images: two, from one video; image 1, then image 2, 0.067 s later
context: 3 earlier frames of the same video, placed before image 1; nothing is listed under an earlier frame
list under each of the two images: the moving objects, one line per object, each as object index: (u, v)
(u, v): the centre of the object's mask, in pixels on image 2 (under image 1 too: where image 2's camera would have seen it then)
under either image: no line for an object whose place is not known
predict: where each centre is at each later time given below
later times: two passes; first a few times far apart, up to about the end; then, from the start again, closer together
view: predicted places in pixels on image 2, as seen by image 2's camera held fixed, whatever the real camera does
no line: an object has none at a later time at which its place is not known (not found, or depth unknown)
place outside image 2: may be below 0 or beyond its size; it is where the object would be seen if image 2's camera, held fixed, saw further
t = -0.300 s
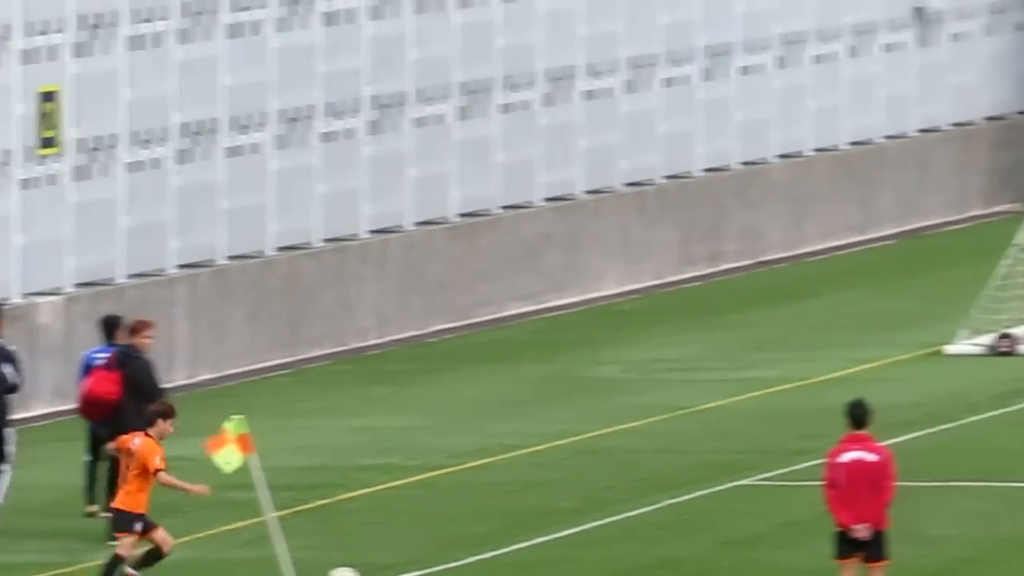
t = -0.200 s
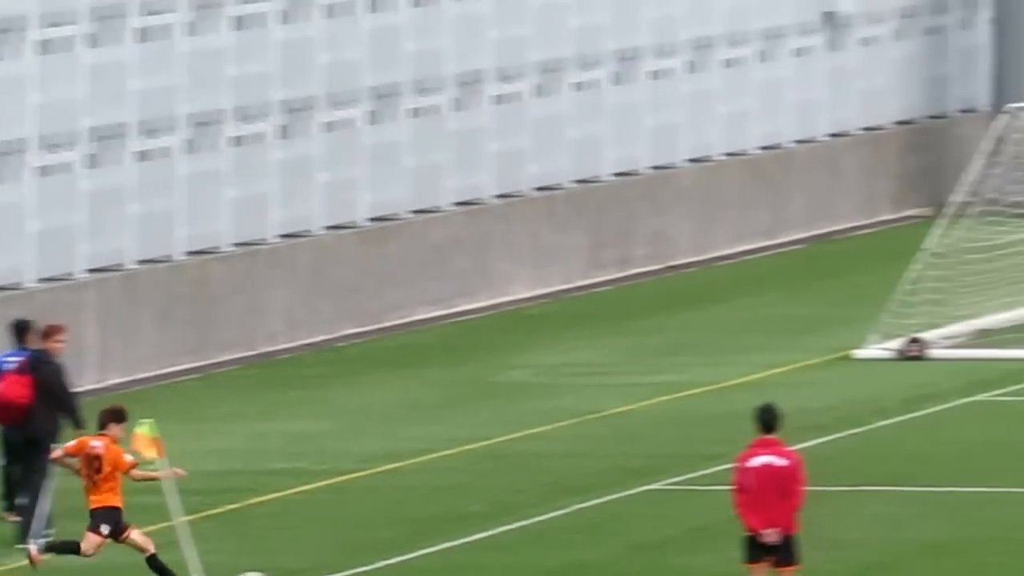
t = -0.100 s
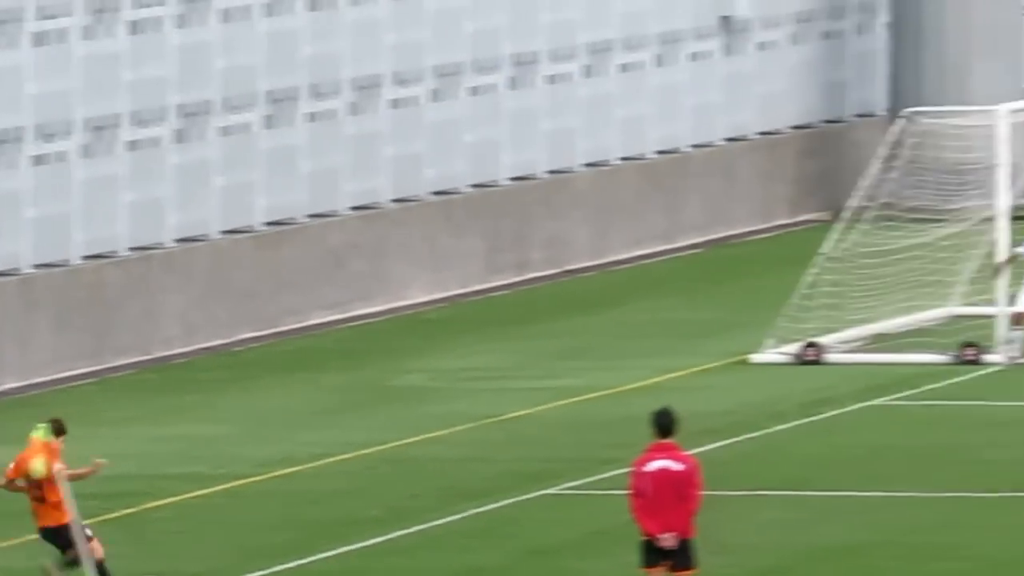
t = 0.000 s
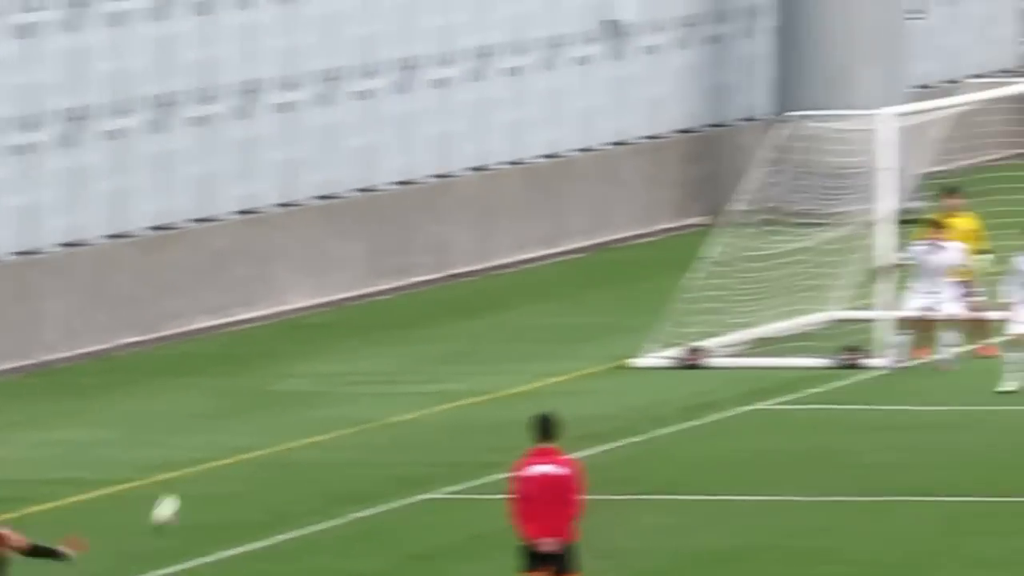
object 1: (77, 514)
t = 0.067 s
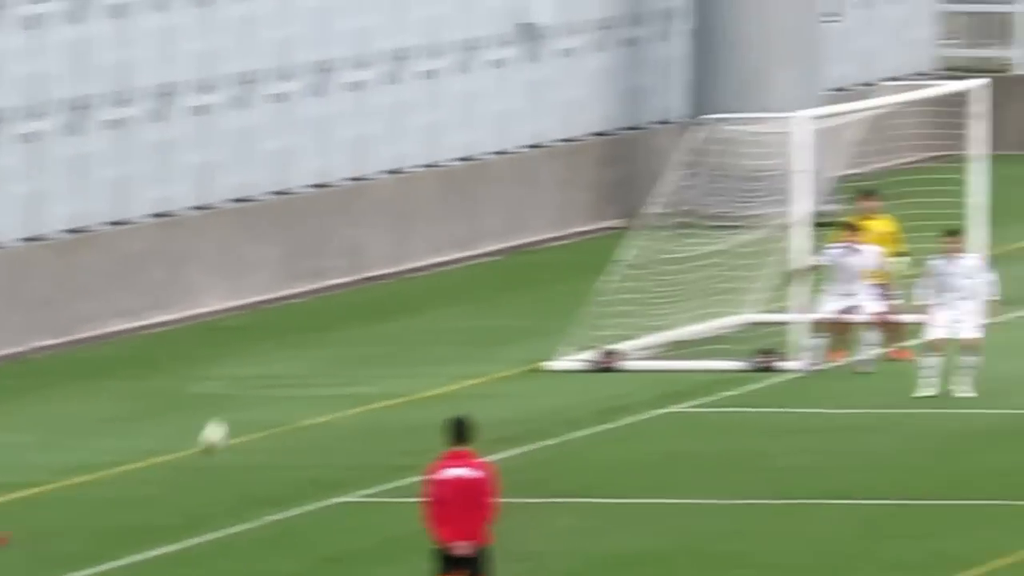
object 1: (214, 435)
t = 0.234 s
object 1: (501, 275)
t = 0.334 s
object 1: (647, 201)
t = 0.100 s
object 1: (275, 398)
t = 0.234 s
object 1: (501, 275)
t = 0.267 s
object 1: (552, 249)
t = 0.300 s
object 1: (601, 224)
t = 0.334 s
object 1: (647, 201)
